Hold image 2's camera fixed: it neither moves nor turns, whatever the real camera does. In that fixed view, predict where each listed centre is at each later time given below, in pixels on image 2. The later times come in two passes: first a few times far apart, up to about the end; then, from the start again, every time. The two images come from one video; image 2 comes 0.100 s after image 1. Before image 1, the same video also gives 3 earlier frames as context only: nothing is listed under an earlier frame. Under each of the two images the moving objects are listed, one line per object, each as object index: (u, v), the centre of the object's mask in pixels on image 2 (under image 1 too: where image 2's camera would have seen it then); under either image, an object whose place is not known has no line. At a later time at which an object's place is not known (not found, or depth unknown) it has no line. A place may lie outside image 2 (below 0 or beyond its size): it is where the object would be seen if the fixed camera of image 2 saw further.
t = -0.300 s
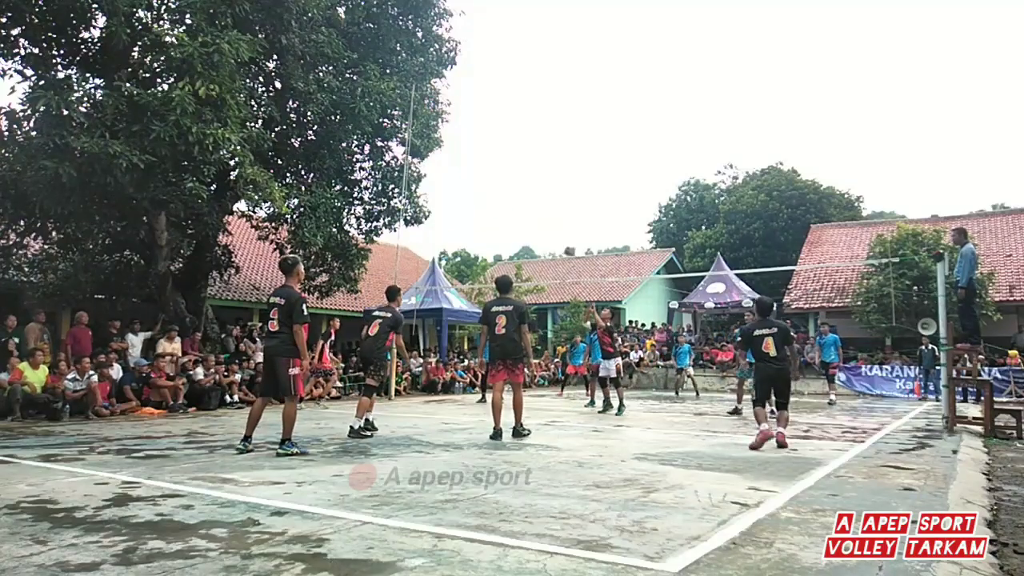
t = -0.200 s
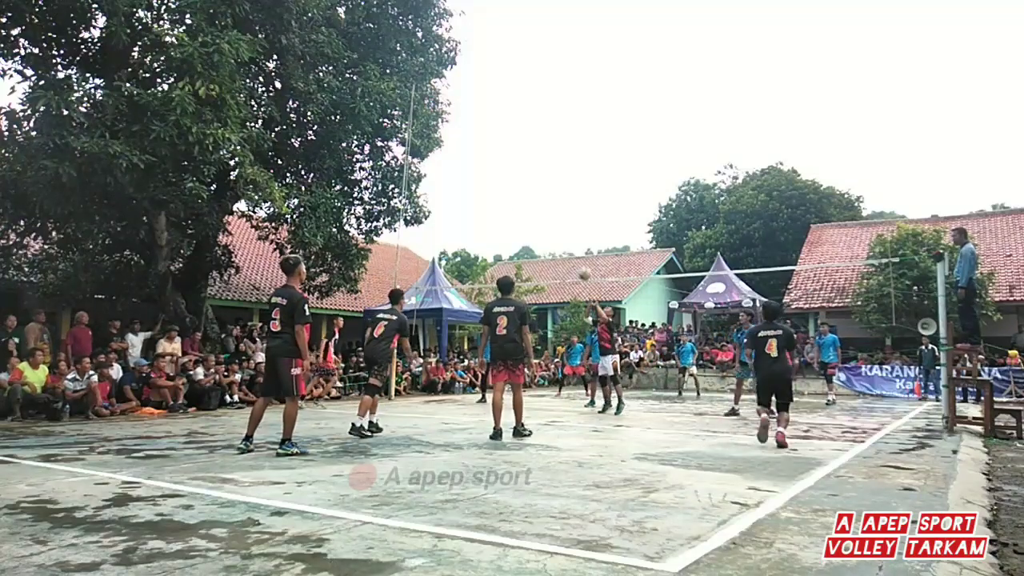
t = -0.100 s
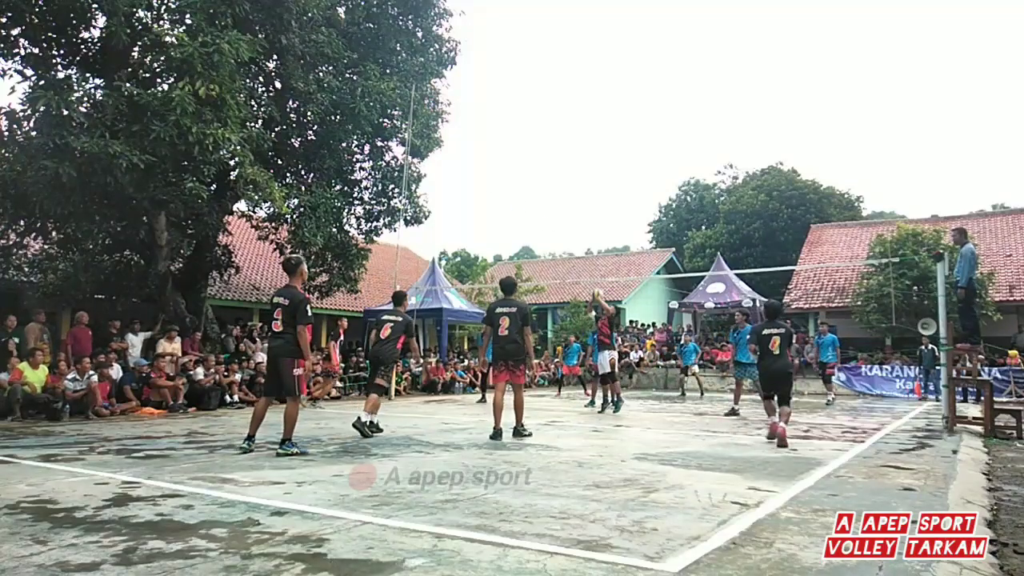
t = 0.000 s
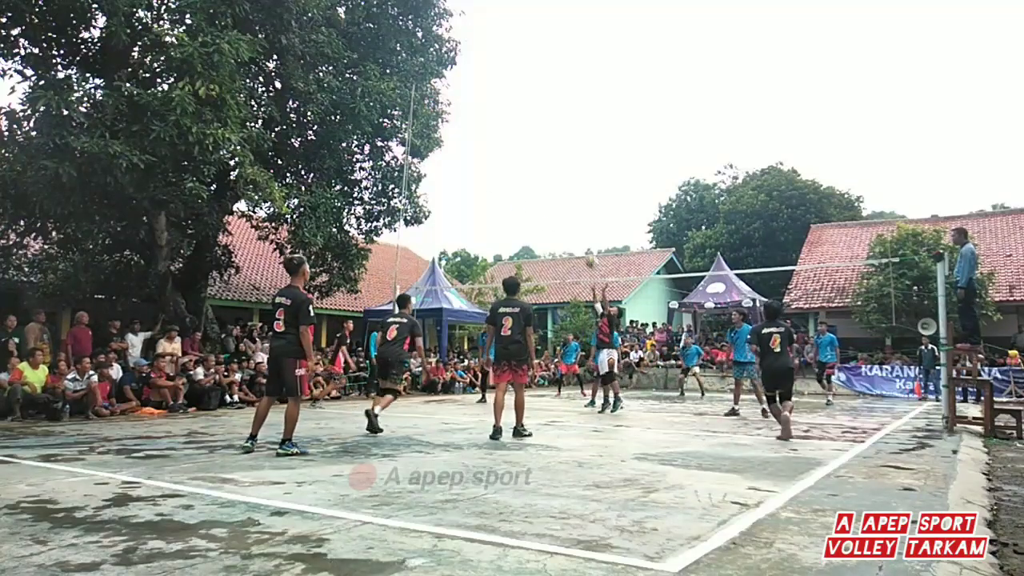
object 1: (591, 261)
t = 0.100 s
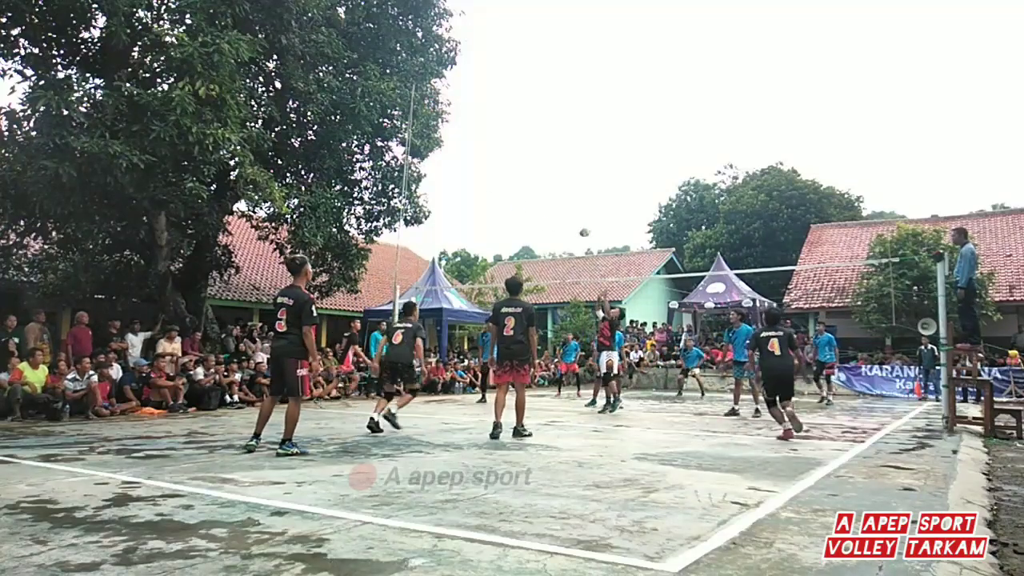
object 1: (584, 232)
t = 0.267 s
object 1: (573, 195)
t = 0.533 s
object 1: (556, 167)
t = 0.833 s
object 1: (535, 185)
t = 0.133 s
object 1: (582, 223)
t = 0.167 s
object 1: (580, 215)
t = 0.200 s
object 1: (578, 208)
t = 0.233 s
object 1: (575, 201)
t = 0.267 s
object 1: (573, 195)
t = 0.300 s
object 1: (571, 189)
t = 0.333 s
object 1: (569, 184)
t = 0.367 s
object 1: (567, 180)
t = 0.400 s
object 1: (565, 176)
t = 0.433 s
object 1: (562, 173)
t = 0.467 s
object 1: (560, 171)
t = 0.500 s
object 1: (558, 169)
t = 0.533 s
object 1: (556, 167)
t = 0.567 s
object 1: (554, 167)
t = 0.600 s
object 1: (551, 167)
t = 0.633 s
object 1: (549, 167)
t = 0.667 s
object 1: (547, 169)
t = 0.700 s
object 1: (545, 171)
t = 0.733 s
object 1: (542, 174)
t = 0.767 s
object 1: (540, 177)
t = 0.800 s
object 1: (538, 181)
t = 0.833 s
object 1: (535, 185)
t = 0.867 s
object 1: (533, 191)
